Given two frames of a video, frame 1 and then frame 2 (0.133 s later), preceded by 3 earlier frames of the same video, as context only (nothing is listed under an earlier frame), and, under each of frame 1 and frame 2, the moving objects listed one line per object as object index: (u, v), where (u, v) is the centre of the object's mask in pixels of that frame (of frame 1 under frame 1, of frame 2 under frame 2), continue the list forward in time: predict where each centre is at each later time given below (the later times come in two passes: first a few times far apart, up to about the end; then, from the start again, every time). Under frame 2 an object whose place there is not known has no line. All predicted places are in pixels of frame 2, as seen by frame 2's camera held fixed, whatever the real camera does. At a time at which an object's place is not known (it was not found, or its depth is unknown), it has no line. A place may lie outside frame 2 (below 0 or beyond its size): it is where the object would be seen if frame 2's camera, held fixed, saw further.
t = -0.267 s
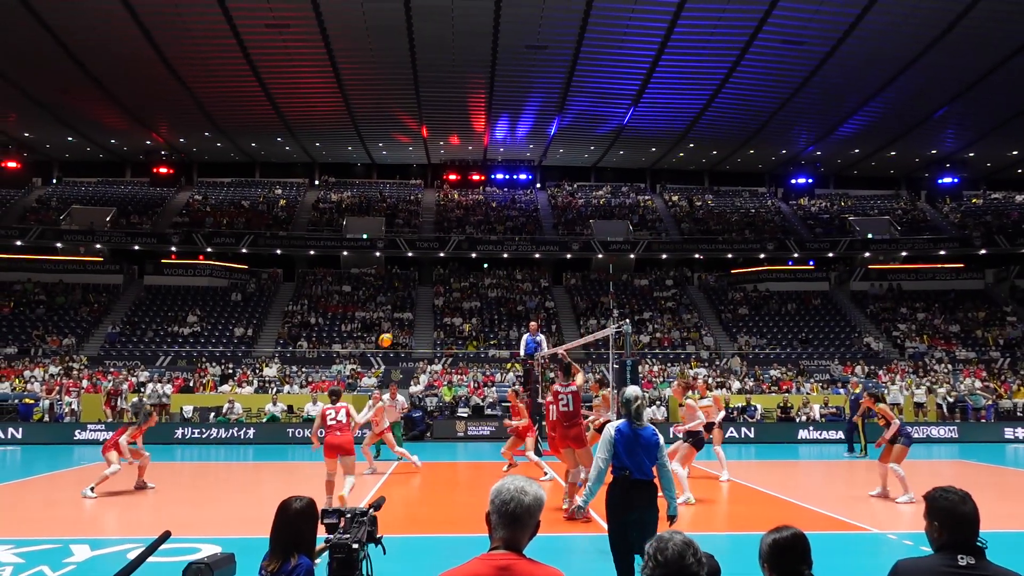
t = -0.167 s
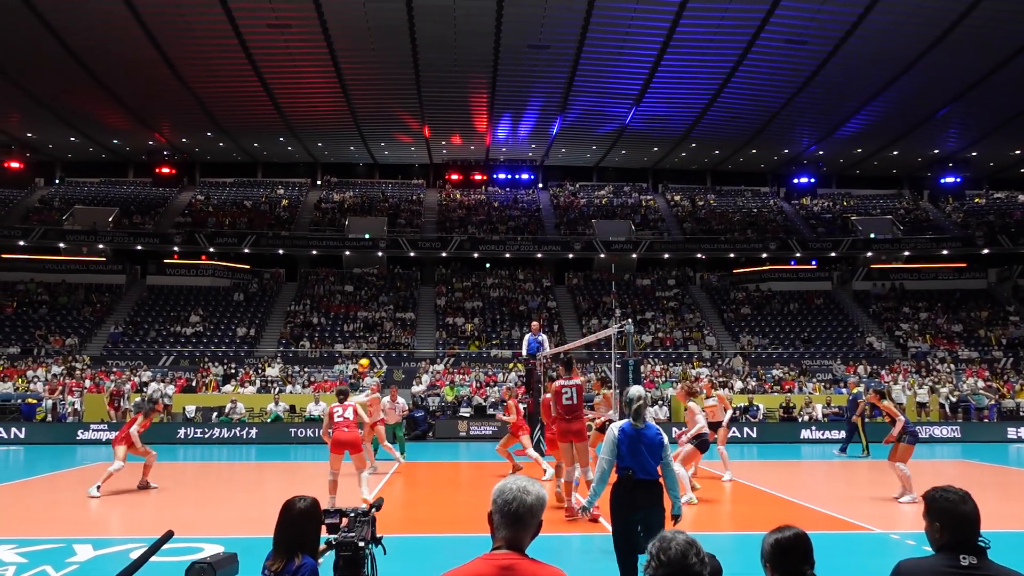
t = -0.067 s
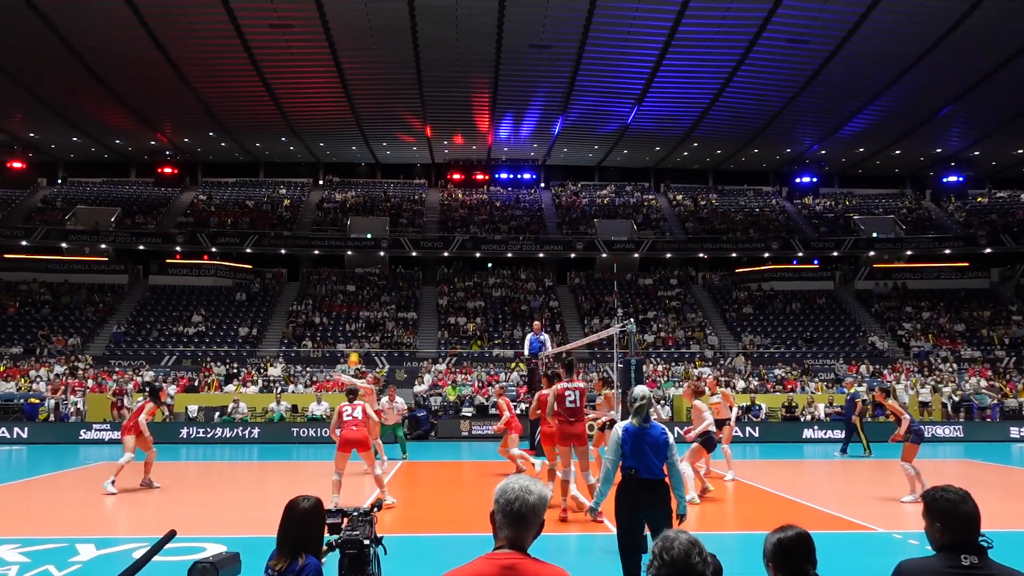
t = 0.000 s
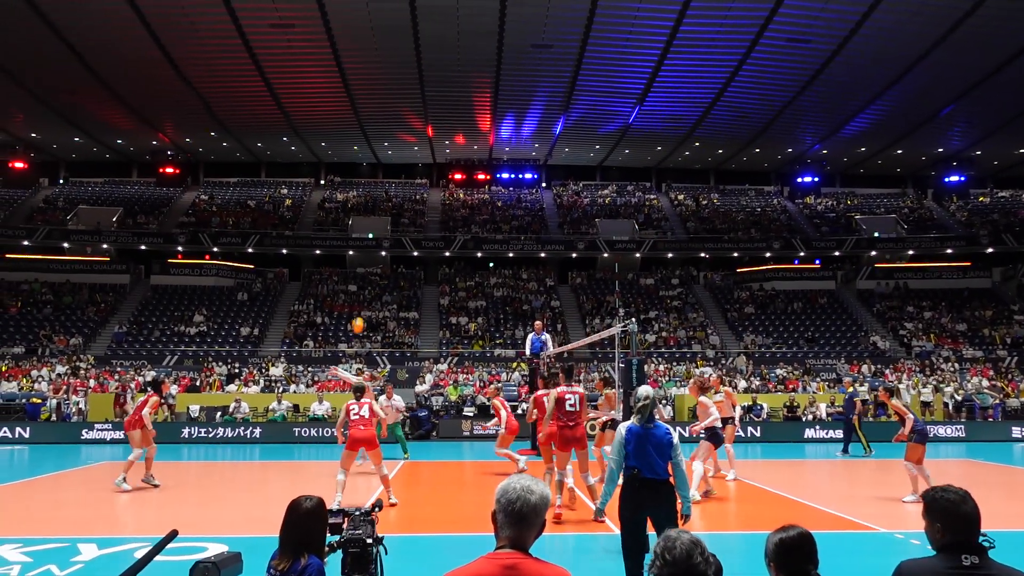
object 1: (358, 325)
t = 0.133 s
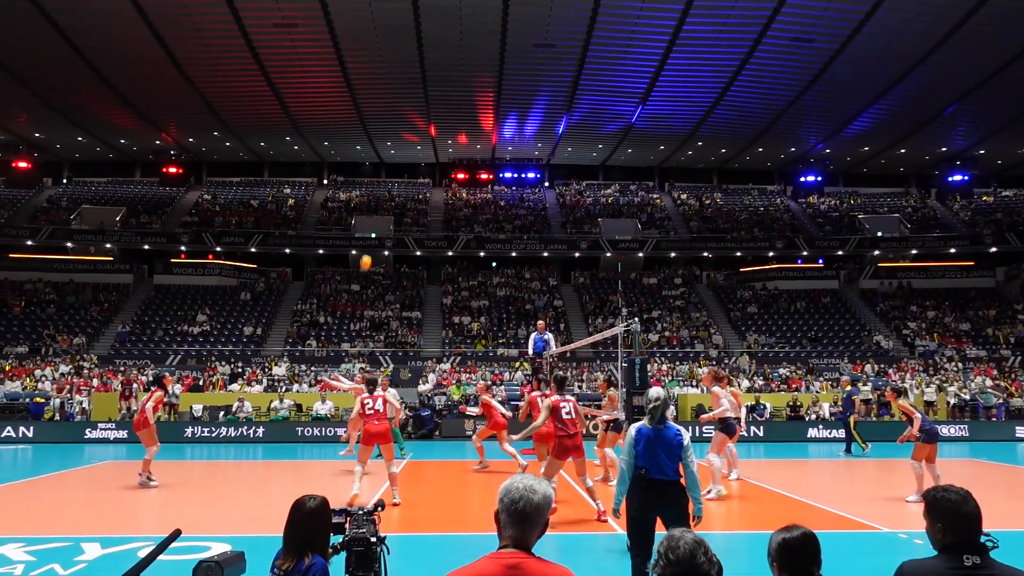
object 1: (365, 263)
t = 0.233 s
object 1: (369, 223)
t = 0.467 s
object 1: (375, 151)
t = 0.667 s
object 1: (380, 114)
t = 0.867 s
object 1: (384, 97)
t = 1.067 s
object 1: (388, 102)
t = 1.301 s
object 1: (392, 134)
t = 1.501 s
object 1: (396, 185)
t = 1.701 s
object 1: (400, 258)
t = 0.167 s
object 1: (367, 248)
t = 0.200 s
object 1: (367, 235)
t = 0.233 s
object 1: (369, 223)
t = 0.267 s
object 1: (370, 211)
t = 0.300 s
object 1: (370, 199)
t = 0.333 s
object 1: (372, 188)
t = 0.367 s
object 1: (373, 178)
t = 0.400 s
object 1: (374, 168)
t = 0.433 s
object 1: (375, 159)
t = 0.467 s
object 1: (375, 151)
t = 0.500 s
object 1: (376, 143)
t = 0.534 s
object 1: (377, 136)
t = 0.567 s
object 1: (378, 130)
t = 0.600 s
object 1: (379, 124)
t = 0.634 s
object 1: (379, 118)
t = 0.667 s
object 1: (380, 114)
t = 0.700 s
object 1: (381, 109)
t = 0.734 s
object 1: (382, 106)
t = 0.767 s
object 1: (382, 103)
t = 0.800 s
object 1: (383, 100)
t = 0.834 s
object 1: (383, 99)
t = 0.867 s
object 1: (384, 97)
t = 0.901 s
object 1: (385, 97)
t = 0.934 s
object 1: (386, 96)
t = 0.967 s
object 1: (386, 97)
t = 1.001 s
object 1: (387, 98)
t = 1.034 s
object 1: (387, 100)
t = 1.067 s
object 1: (388, 102)
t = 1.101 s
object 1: (389, 105)
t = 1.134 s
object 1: (389, 108)
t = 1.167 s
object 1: (390, 112)
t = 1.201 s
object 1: (390, 117)
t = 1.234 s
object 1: (391, 122)
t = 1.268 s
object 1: (391, 128)
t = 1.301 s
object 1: (392, 134)
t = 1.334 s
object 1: (393, 141)
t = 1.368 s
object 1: (393, 149)
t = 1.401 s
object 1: (394, 157)
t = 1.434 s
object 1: (394, 166)
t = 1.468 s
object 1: (395, 175)
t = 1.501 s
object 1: (396, 185)
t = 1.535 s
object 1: (396, 196)
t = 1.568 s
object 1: (397, 207)
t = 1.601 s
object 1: (397, 219)
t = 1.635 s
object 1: (398, 231)
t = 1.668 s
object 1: (399, 245)
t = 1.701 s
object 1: (400, 258)
